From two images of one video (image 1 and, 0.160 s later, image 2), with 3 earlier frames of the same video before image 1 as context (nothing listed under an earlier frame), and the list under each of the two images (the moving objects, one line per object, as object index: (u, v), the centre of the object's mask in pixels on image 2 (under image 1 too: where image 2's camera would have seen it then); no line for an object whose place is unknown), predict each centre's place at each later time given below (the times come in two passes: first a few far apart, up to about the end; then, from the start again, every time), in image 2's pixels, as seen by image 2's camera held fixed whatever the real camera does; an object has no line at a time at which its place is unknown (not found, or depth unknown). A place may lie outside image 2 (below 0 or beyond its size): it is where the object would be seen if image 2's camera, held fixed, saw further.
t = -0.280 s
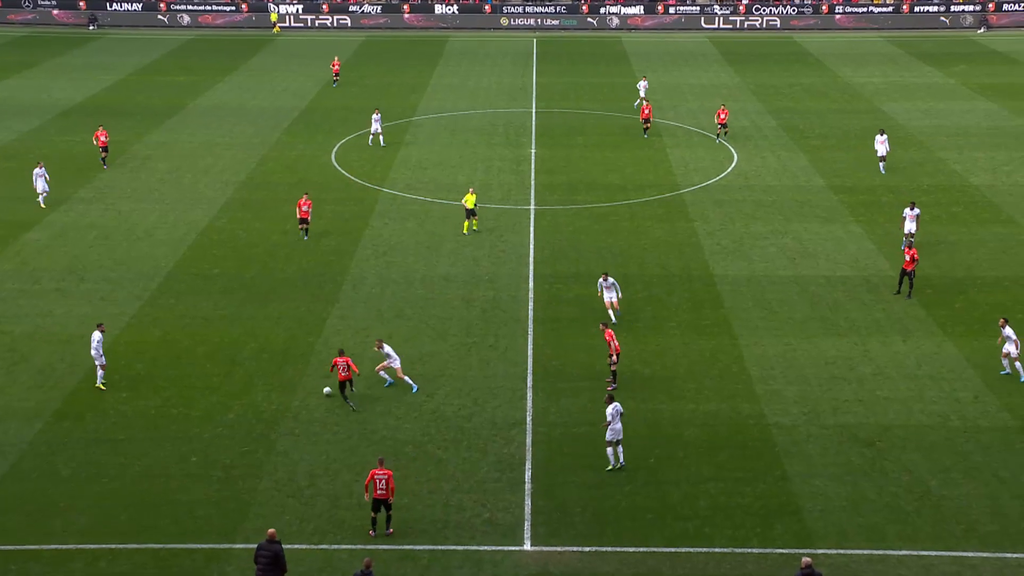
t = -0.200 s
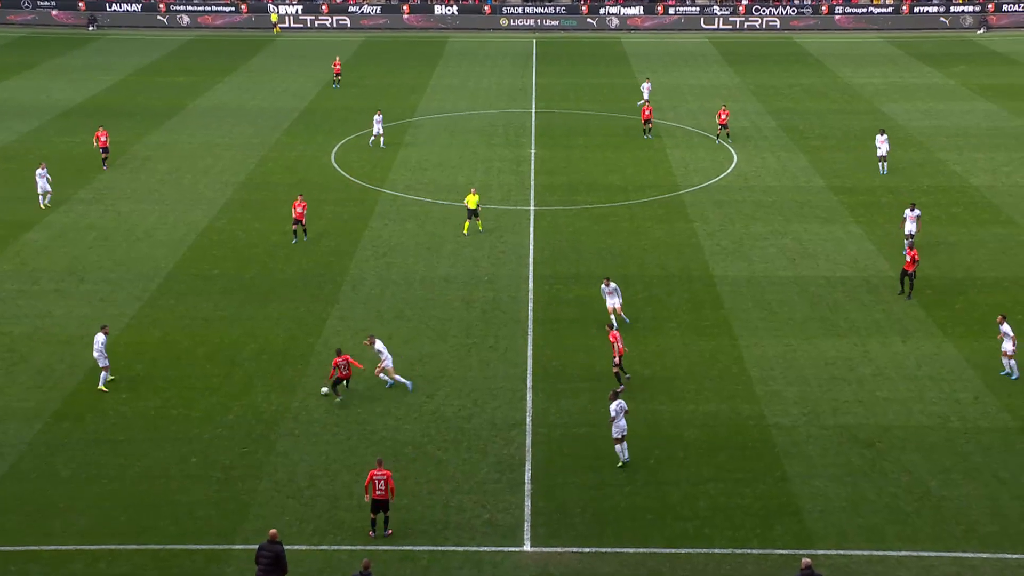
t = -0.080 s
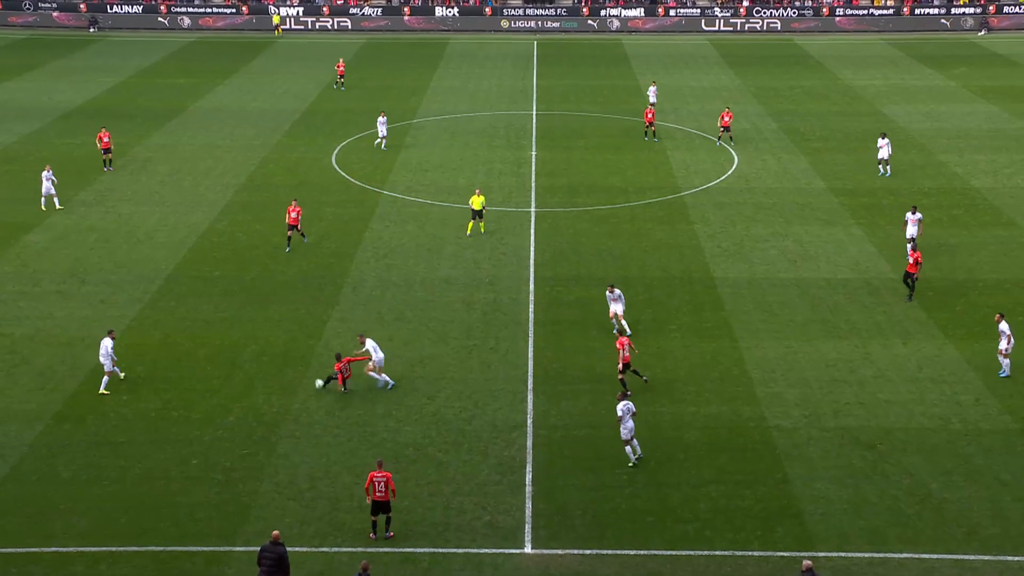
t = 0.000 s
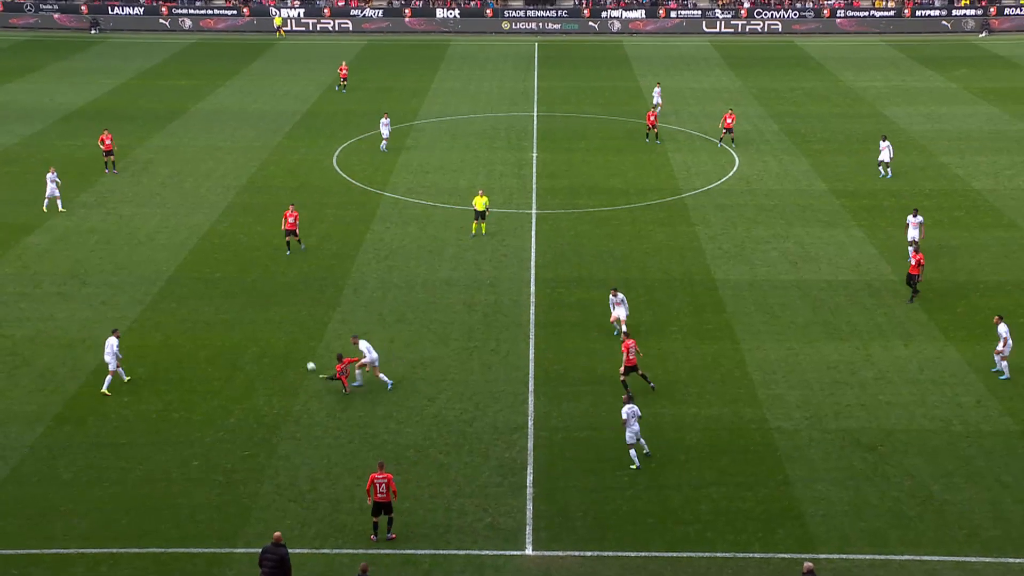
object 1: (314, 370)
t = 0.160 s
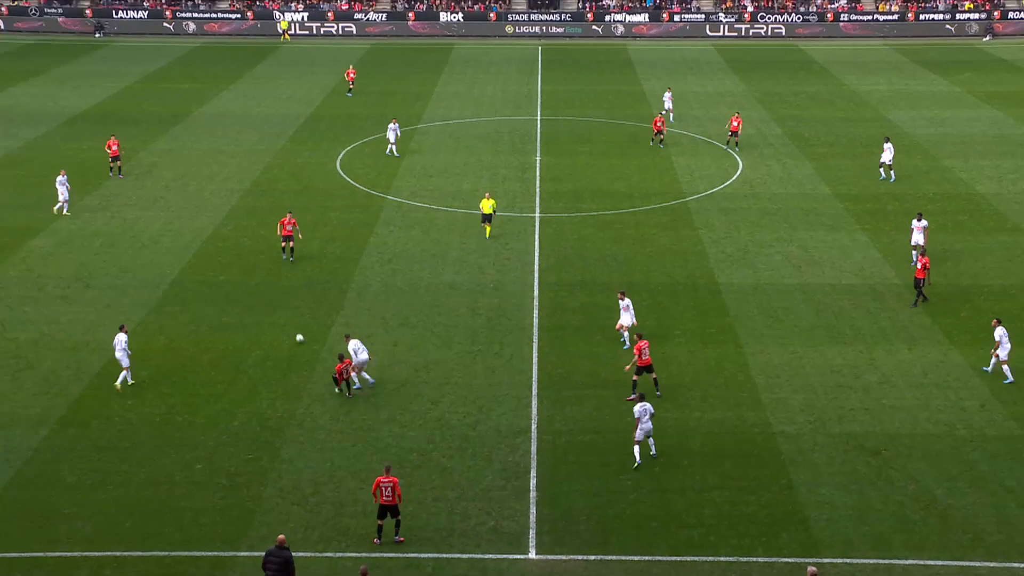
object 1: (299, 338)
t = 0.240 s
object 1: (293, 325)
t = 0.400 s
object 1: (284, 302)
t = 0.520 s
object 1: (278, 288)
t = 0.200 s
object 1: (296, 331)
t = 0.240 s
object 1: (293, 325)
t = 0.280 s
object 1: (290, 319)
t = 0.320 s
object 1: (288, 313)
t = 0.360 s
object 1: (286, 307)
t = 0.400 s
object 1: (284, 302)
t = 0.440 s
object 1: (282, 297)
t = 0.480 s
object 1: (280, 292)
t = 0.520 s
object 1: (278, 288)
